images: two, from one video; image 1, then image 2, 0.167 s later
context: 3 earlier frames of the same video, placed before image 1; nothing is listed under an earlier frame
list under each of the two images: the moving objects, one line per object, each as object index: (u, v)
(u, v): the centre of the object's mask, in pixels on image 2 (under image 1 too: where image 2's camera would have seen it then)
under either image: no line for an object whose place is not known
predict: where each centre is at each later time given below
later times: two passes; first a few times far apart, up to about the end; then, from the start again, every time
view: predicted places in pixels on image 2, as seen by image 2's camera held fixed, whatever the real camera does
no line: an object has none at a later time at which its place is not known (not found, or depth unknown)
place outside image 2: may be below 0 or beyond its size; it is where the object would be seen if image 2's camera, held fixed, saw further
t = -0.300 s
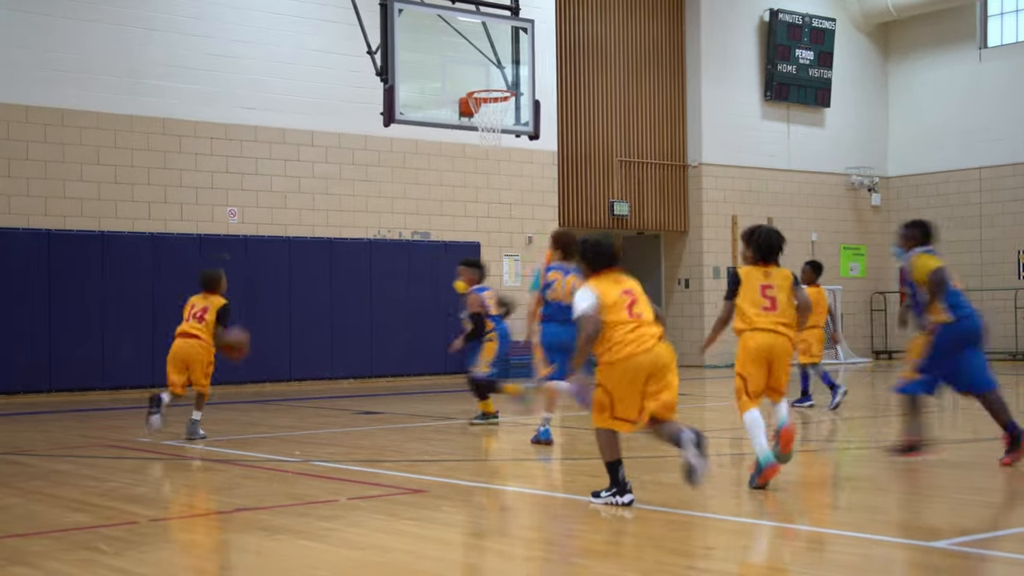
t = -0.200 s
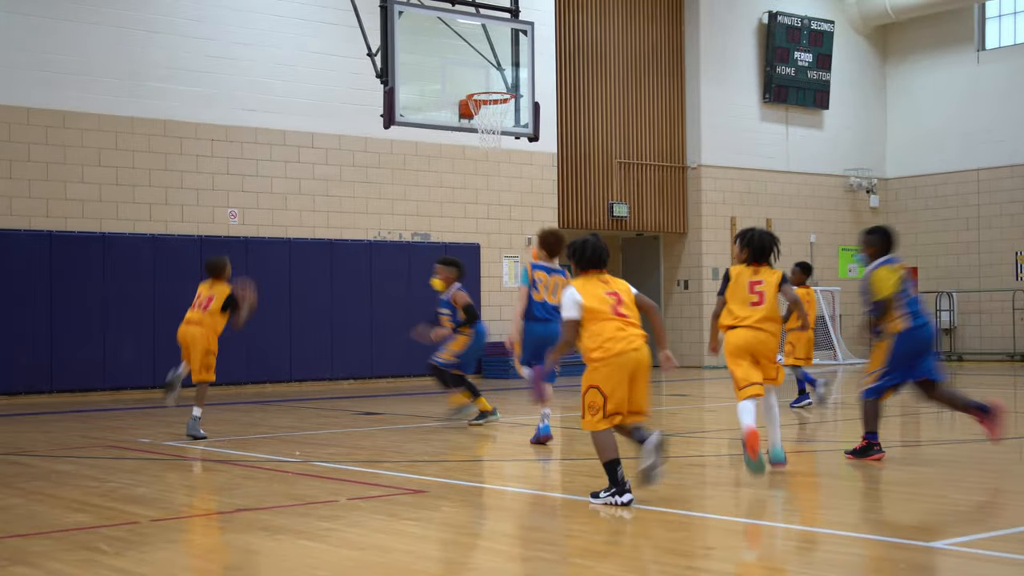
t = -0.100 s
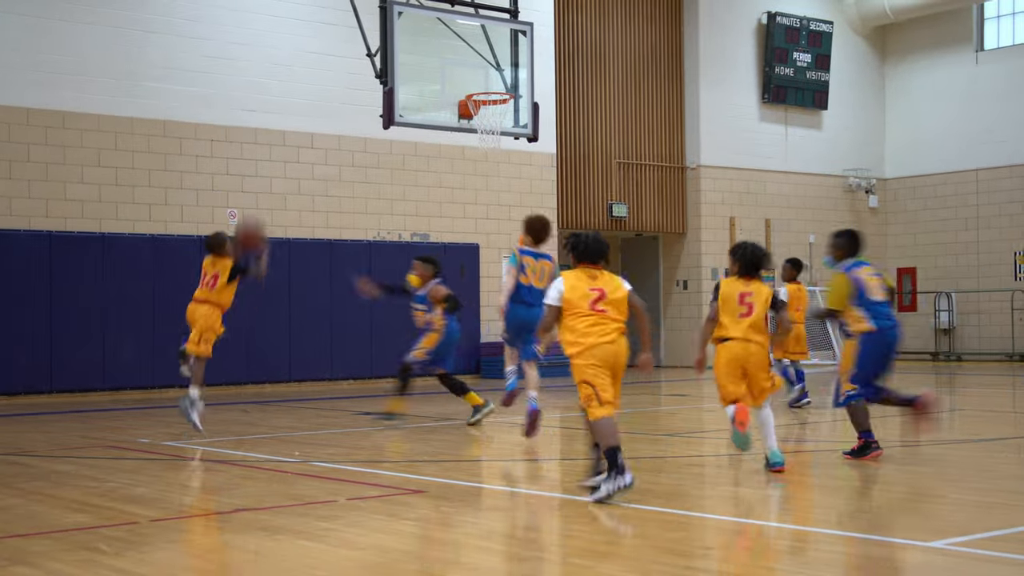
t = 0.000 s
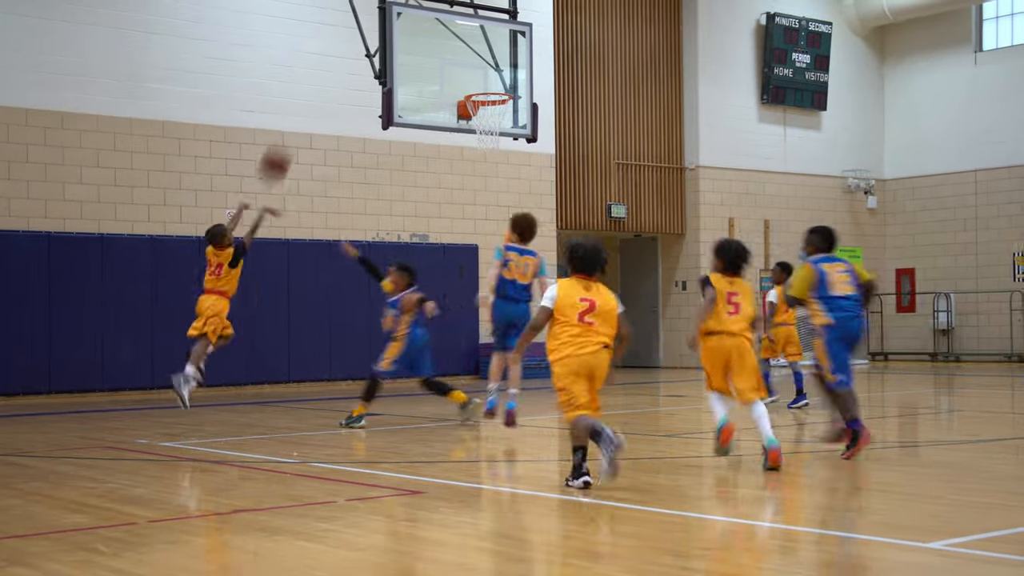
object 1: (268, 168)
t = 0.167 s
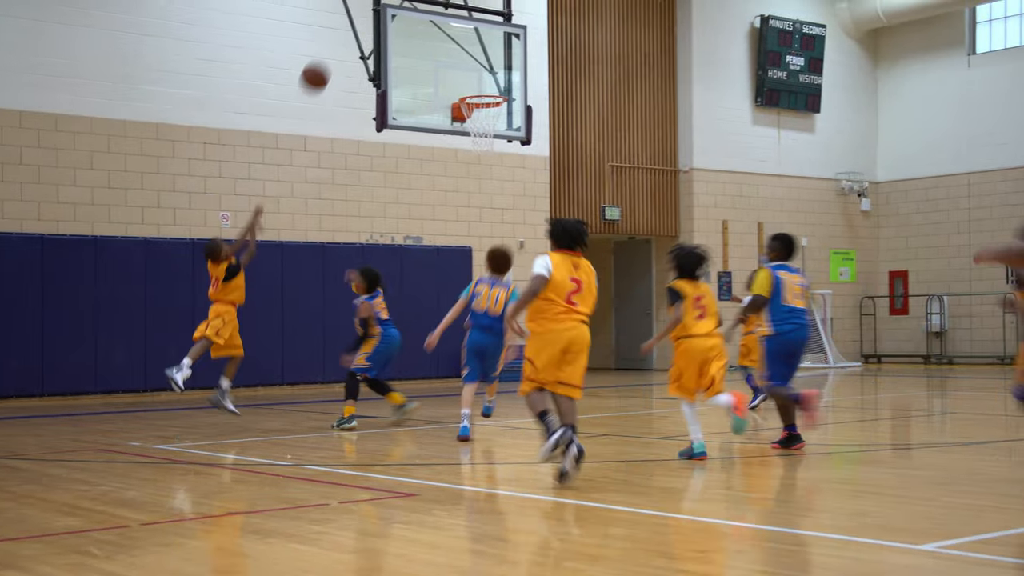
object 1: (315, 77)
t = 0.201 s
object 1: (324, 64)
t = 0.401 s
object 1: (373, 16)
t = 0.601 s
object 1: (414, 15)
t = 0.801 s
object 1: (453, 54)
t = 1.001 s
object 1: (479, 117)
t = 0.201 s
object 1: (324, 64)
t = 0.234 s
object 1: (332, 52)
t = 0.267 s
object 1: (340, 42)
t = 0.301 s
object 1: (349, 34)
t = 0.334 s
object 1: (358, 26)
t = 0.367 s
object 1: (365, 21)
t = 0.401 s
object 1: (373, 16)
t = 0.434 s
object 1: (380, 12)
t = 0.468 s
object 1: (387, 10)
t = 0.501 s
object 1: (393, 9)
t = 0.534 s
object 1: (401, 10)
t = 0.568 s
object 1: (408, 11)
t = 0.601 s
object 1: (414, 15)
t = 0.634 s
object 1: (421, 19)
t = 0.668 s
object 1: (427, 23)
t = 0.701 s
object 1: (434, 29)
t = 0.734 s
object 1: (441, 36)
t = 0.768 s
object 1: (447, 45)
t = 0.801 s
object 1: (453, 54)
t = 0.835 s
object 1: (459, 64)
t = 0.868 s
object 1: (465, 74)
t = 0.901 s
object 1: (471, 86)
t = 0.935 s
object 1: (476, 97)
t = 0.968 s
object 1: (477, 107)
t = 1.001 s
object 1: (479, 117)
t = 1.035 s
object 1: (480, 130)
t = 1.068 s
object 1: (481, 144)
